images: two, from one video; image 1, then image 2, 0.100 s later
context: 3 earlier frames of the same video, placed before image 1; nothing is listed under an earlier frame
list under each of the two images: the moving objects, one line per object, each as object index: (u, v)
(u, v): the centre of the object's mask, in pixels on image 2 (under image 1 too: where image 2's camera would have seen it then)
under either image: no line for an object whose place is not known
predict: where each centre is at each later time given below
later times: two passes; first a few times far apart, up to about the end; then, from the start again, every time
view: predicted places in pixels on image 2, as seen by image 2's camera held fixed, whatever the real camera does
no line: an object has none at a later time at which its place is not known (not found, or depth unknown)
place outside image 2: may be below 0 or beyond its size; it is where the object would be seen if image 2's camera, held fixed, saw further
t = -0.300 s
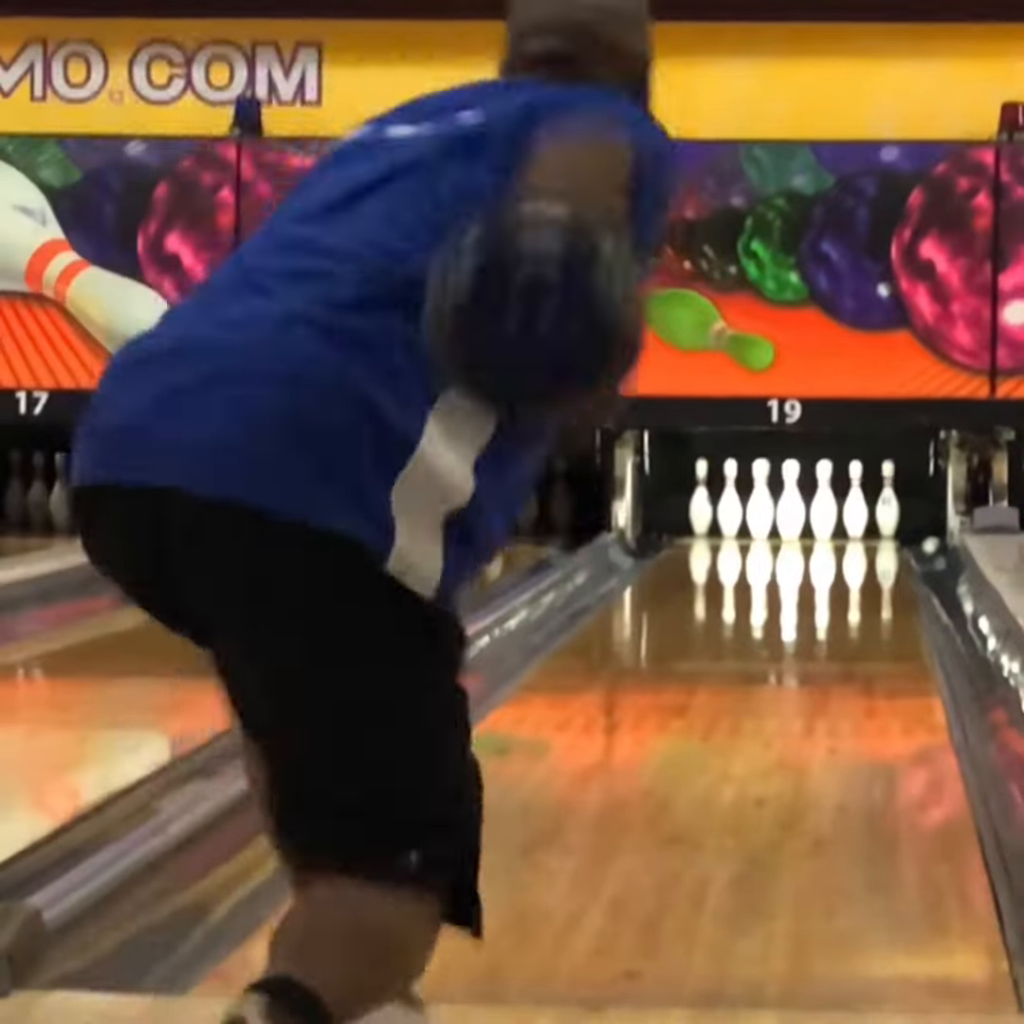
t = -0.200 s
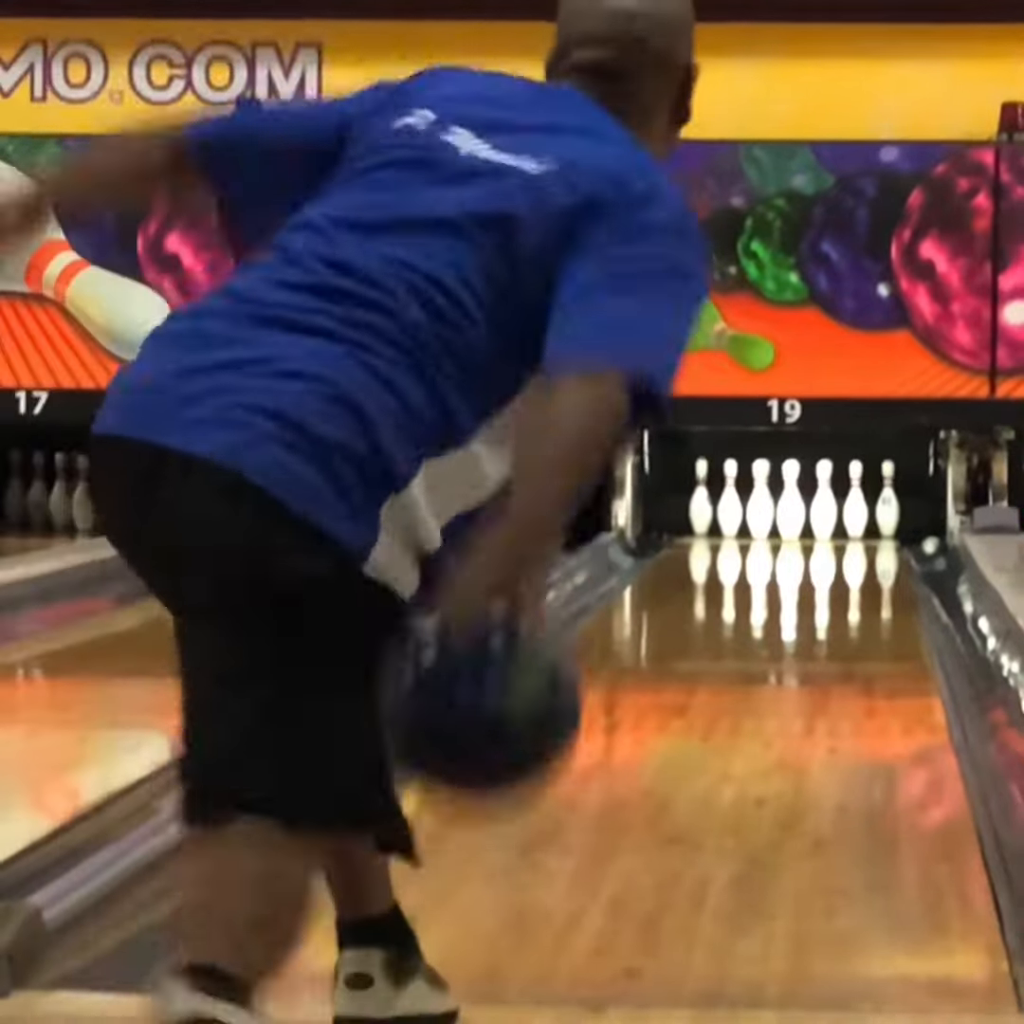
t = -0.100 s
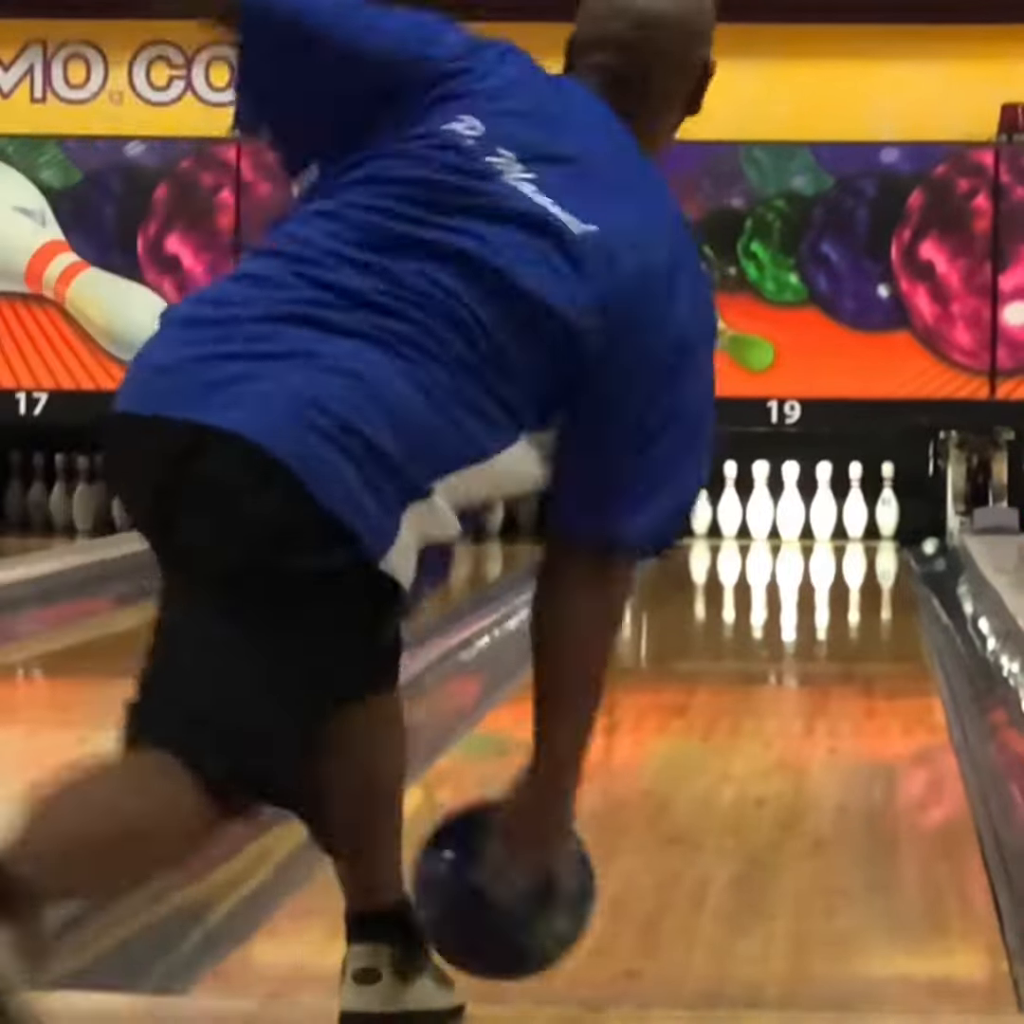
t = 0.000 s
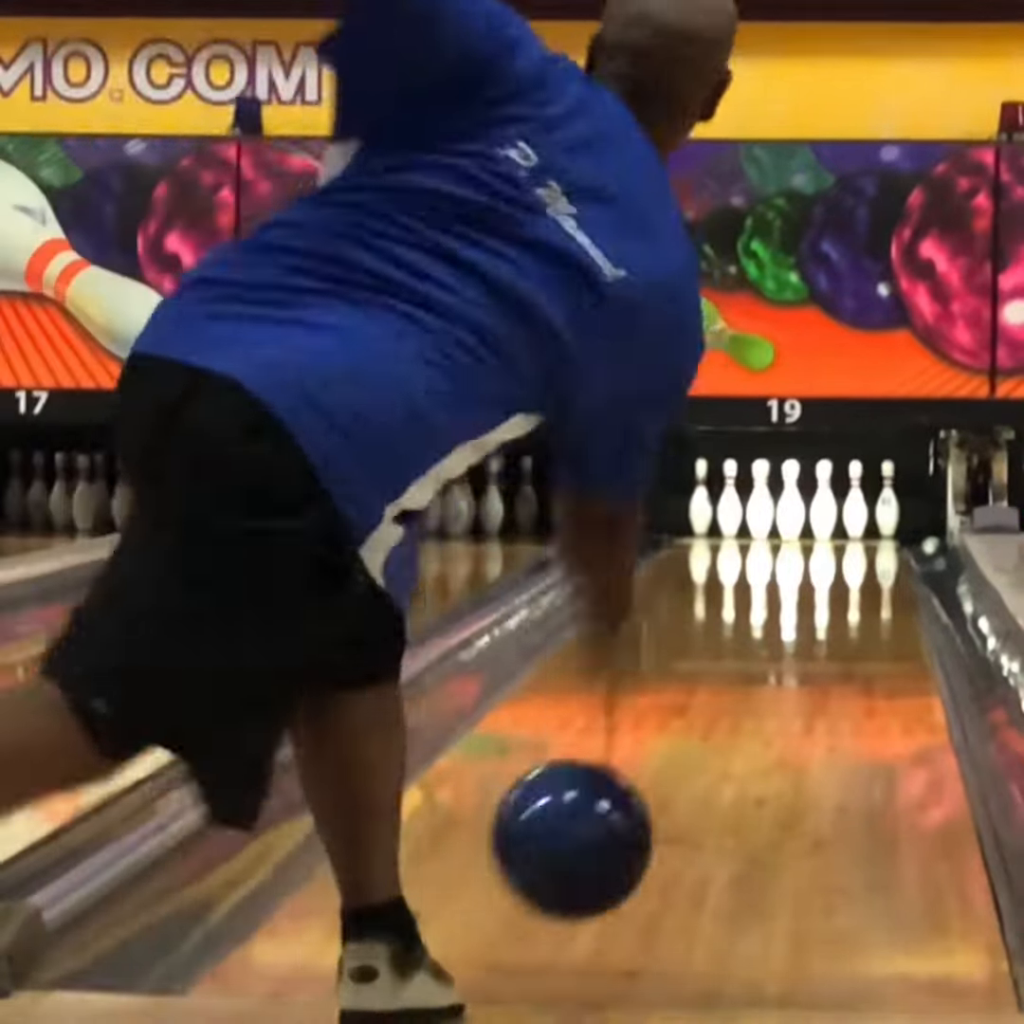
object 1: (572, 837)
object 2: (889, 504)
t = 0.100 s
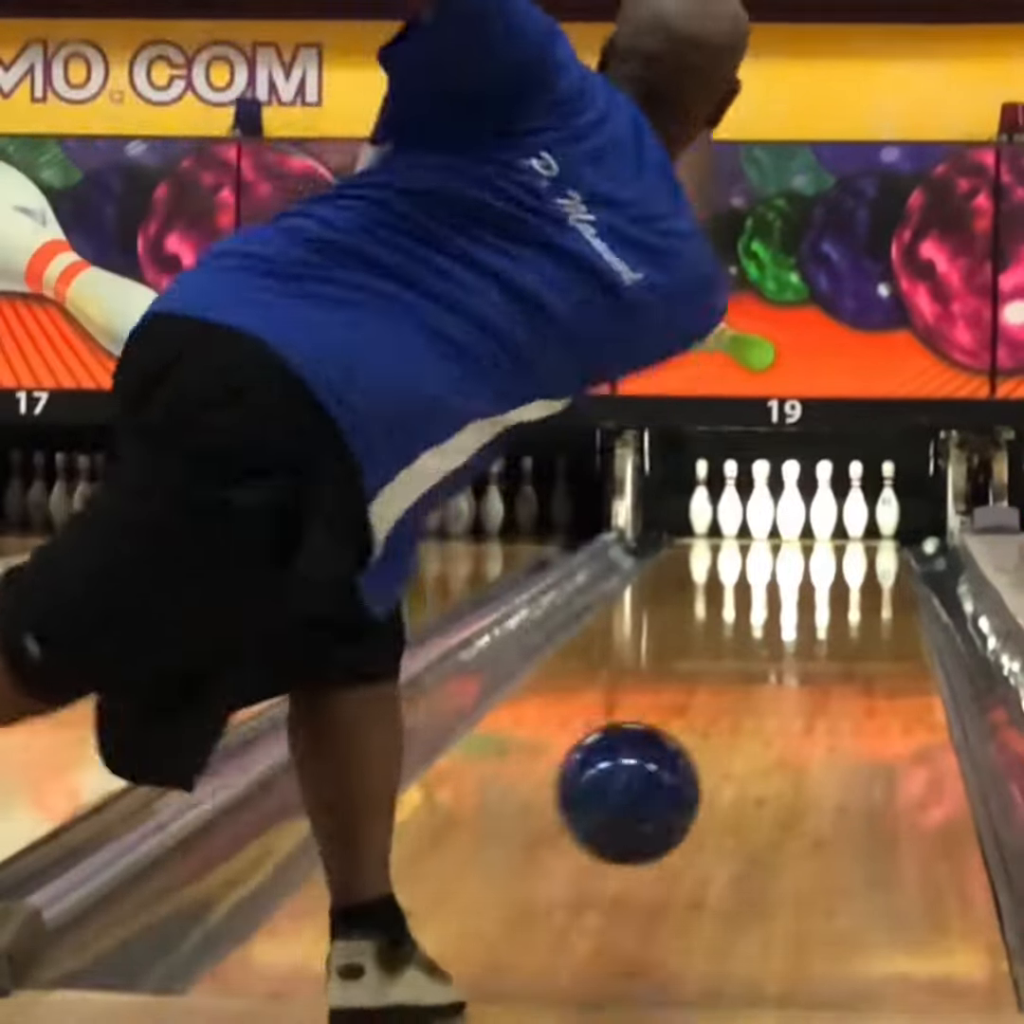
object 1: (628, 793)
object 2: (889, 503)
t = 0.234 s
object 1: (685, 780)
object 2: (889, 502)
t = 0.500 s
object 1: (761, 697)
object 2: (889, 503)
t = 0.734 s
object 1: (803, 652)
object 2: (889, 503)
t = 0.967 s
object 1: (831, 618)
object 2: (889, 503)
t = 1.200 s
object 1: (848, 592)
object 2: (889, 503)
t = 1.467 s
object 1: (858, 569)
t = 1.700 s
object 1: (856, 553)
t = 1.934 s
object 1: (844, 538)
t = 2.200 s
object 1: (817, 526)
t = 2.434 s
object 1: (802, 518)
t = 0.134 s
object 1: (644, 794)
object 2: (889, 503)
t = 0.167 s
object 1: (658, 801)
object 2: (889, 503)
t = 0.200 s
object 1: (672, 793)
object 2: (889, 503)
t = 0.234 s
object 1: (685, 780)
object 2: (889, 502)
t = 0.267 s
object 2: (888, 489)
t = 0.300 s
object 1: (707, 755)
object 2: (888, 501)
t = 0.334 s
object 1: (718, 744)
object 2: (889, 500)
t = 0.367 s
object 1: (727, 735)
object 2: (889, 504)
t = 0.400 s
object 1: (737, 724)
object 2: (889, 503)
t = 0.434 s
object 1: (745, 715)
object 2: (889, 503)
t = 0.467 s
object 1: (753, 707)
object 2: (889, 503)
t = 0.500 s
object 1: (761, 697)
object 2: (889, 503)
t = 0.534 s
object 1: (769, 690)
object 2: (889, 503)
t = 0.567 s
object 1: (774, 683)
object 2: (889, 503)
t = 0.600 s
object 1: (781, 677)
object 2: (889, 503)
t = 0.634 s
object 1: (787, 669)
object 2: (889, 503)
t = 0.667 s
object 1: (793, 663)
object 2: (889, 503)
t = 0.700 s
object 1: (798, 657)
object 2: (889, 504)
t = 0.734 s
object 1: (803, 652)
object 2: (889, 503)
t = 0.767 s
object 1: (807, 647)
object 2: (889, 503)
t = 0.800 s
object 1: (814, 643)
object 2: (889, 503)
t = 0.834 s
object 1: (816, 636)
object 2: (889, 503)
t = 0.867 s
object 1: (821, 631)
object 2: (889, 503)
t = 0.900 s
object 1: (824, 626)
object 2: (889, 503)
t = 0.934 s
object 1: (828, 621)
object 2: (889, 503)
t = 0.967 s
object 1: (831, 618)
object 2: (889, 503)
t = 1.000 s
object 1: (835, 614)
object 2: (889, 503)
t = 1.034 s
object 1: (837, 610)
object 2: (889, 503)
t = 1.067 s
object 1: (839, 606)
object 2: (889, 503)
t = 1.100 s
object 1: (841, 603)
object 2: (889, 503)
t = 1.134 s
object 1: (844, 599)
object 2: (889, 503)
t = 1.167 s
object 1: (846, 596)
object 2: (889, 503)
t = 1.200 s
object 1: (848, 592)
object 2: (889, 503)
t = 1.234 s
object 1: (850, 589)
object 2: (889, 503)
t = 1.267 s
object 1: (851, 586)
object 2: (889, 503)
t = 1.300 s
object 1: (853, 583)
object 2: (889, 503)
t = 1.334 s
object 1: (854, 580)
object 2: (889, 504)
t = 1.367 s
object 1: (855, 577)
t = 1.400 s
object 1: (856, 574)
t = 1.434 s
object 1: (857, 572)
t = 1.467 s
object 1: (858, 569)
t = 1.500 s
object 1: (858, 568)
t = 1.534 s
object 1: (858, 566)
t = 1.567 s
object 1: (858, 563)
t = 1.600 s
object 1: (857, 560)
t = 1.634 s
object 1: (857, 558)
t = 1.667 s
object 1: (856, 554)
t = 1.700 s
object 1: (856, 553)
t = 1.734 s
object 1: (855, 551)
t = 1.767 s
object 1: (854, 548)
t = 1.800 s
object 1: (853, 546)
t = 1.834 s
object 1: (851, 544)
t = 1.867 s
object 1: (849, 542)
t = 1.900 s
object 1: (847, 541)
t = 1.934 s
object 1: (844, 538)
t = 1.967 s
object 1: (841, 536)
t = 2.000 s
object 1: (838, 534)
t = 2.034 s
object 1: (835, 533)
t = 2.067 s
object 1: (831, 532)
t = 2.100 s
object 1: (828, 531)
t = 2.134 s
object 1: (824, 530)
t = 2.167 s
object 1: (820, 527)
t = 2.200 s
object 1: (817, 526)
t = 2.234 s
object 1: (811, 524)
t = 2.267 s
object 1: (808, 522)
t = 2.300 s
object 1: (803, 522)
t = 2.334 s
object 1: (804, 521)
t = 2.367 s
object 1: (803, 520)
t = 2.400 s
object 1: (801, 518)
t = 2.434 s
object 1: (802, 518)
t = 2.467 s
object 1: (802, 516)
